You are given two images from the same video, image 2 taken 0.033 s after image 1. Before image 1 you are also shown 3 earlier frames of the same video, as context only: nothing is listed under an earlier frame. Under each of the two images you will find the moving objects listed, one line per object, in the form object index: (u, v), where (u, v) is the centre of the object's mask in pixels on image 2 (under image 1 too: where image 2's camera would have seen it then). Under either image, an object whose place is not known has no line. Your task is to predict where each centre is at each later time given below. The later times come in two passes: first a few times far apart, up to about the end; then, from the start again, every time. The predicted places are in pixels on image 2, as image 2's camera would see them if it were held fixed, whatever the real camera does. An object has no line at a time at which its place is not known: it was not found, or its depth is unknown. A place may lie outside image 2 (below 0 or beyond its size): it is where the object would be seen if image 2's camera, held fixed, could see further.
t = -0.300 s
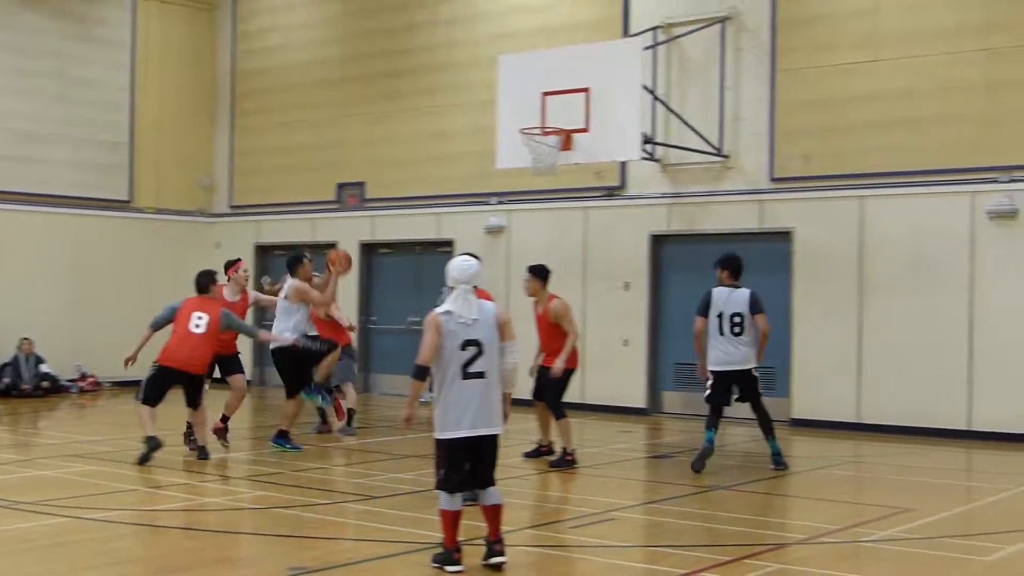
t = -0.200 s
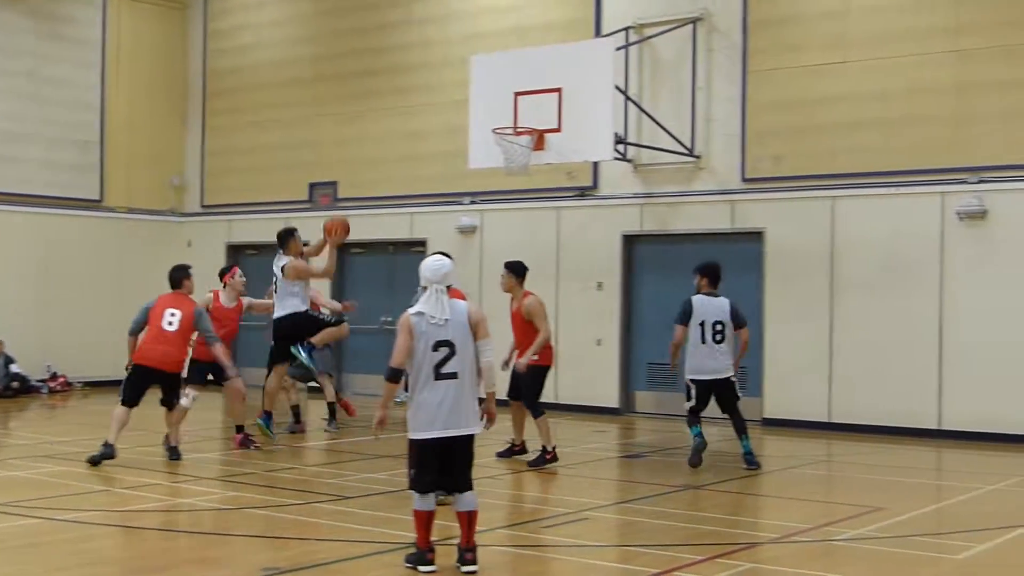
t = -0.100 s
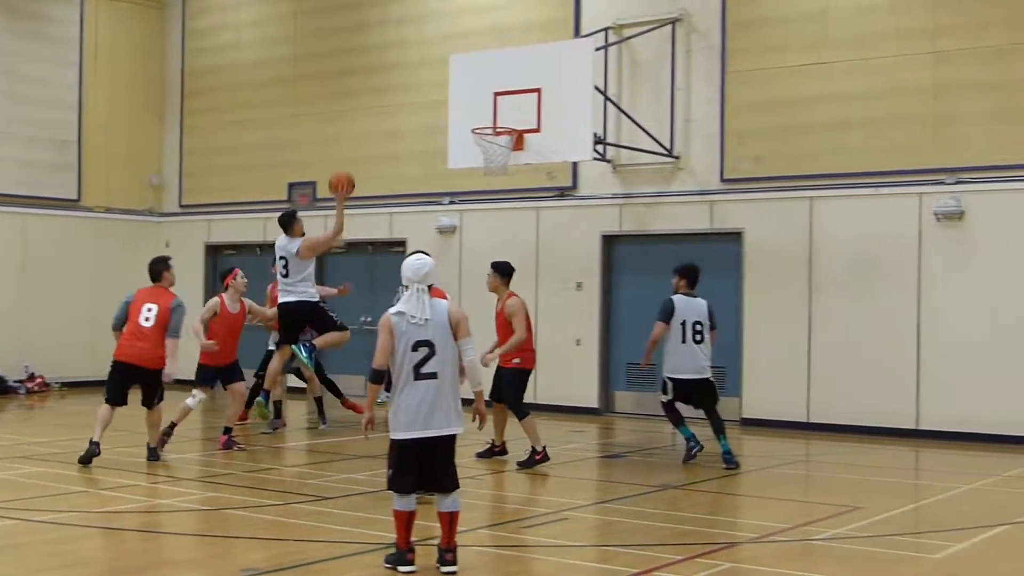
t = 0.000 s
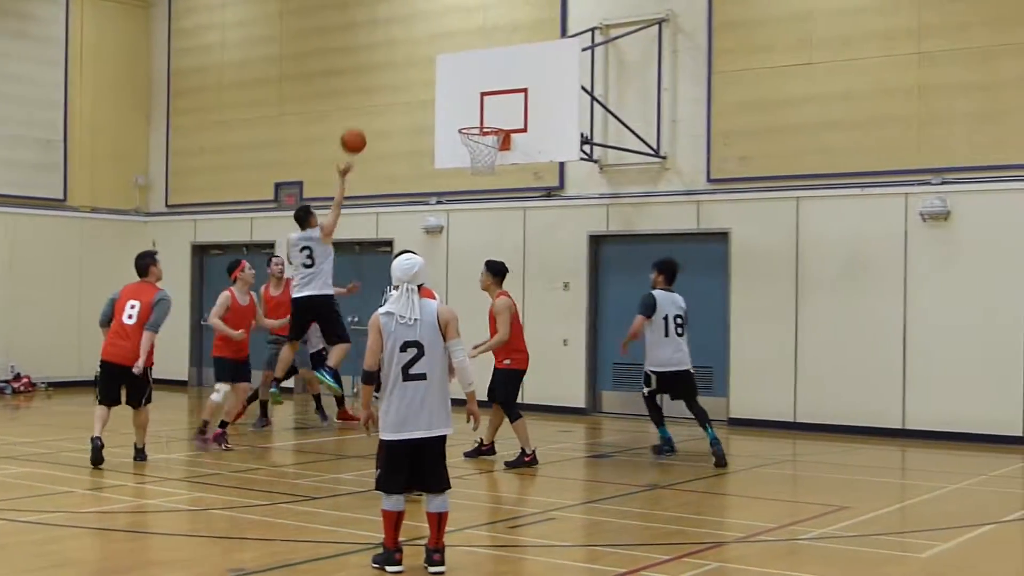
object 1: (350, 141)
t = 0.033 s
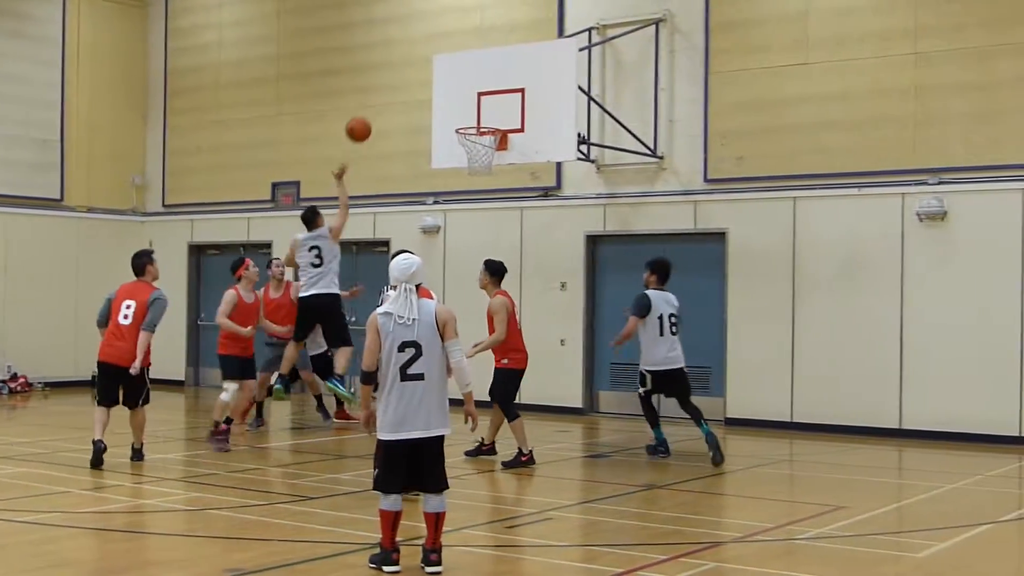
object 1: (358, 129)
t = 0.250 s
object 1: (408, 85)
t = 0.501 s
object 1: (458, 99)
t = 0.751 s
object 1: (487, 101)
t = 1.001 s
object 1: (479, 92)
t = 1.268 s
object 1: (479, 119)
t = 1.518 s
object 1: (477, 138)
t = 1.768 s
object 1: (472, 154)
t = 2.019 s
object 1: (482, 200)
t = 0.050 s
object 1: (362, 124)
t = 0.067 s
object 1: (366, 119)
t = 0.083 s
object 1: (370, 114)
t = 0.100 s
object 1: (374, 110)
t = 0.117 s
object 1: (378, 106)
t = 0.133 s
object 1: (382, 102)
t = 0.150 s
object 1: (386, 98)
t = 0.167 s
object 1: (389, 95)
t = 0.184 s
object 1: (393, 93)
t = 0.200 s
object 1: (397, 90)
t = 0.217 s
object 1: (400, 88)
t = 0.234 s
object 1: (404, 86)
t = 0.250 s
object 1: (408, 85)
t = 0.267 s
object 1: (411, 84)
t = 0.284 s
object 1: (414, 83)
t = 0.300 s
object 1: (418, 82)
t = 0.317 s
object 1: (421, 82)
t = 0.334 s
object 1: (425, 82)
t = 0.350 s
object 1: (428, 82)
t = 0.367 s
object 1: (431, 82)
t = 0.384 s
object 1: (435, 83)
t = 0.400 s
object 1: (438, 87)
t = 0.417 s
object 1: (441, 88)
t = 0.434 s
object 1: (445, 89)
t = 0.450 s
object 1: (448, 92)
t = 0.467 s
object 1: (451, 94)
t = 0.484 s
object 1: (454, 96)
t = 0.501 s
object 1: (458, 99)
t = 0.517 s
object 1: (461, 101)
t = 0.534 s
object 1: (464, 104)
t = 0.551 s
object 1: (467, 108)
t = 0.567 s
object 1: (470, 111)
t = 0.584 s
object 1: (473, 115)
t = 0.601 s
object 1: (476, 118)
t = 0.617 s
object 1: (479, 122)
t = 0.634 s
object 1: (481, 123)
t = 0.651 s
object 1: (483, 119)
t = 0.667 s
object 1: (484, 116)
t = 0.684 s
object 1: (486, 112)
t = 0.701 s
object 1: (488, 110)
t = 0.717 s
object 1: (488, 107)
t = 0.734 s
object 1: (488, 105)
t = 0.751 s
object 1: (487, 101)
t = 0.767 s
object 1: (487, 98)
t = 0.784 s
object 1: (486, 96)
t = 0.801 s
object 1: (486, 94)
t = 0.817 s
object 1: (485, 92)
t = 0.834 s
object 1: (485, 91)
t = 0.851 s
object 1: (484, 90)
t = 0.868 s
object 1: (484, 89)
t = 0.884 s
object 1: (483, 89)
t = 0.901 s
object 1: (483, 89)
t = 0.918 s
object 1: (482, 88)
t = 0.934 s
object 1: (482, 89)
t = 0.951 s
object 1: (481, 89)
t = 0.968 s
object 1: (480, 90)
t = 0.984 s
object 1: (480, 91)
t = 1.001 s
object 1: (479, 92)
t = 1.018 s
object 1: (479, 94)
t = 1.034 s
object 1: (478, 96)
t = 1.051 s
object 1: (478, 98)
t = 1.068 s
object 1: (477, 100)
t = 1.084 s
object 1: (476, 103)
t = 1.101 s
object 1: (476, 105)
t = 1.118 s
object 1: (475, 109)
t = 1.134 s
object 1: (475, 112)
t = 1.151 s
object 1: (474, 116)
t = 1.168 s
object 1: (474, 118)
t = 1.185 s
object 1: (475, 118)
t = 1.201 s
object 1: (476, 117)
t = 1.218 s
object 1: (477, 117)
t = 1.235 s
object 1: (477, 117)
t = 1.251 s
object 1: (478, 118)
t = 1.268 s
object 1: (479, 119)
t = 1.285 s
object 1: (480, 120)
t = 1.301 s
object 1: (481, 122)
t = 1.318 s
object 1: (481, 123)
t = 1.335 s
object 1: (482, 124)
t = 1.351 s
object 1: (483, 126)
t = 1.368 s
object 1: (483, 129)
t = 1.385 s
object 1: (484, 131)
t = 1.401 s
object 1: (484, 131)
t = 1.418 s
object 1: (482, 131)
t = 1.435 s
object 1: (482, 132)
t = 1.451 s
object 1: (481, 133)
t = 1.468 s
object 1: (480, 134)
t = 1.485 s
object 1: (479, 135)
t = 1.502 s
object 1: (478, 136)
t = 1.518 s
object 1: (477, 138)
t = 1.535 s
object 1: (476, 141)
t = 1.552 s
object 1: (475, 142)
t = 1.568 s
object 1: (475, 144)
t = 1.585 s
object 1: (474, 145)
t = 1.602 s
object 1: (474, 146)
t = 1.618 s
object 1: (473, 146)
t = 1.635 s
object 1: (473, 147)
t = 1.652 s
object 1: (473, 147)
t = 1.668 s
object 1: (473, 148)
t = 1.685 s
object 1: (472, 149)
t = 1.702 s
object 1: (473, 149)
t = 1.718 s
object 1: (472, 150)
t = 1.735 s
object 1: (473, 151)
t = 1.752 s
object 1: (473, 153)
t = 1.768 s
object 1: (472, 154)
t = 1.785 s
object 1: (473, 156)
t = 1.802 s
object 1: (474, 157)
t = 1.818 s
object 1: (474, 159)
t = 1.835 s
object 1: (475, 161)
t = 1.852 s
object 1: (476, 164)
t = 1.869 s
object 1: (476, 166)
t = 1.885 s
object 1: (477, 168)
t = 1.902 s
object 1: (477, 171)
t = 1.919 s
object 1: (477, 178)
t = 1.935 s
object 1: (478, 180)
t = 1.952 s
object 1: (479, 183)
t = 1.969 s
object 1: (480, 186)
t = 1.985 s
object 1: (480, 191)
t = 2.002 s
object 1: (481, 195)
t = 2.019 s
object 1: (482, 200)
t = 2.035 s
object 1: (483, 204)
